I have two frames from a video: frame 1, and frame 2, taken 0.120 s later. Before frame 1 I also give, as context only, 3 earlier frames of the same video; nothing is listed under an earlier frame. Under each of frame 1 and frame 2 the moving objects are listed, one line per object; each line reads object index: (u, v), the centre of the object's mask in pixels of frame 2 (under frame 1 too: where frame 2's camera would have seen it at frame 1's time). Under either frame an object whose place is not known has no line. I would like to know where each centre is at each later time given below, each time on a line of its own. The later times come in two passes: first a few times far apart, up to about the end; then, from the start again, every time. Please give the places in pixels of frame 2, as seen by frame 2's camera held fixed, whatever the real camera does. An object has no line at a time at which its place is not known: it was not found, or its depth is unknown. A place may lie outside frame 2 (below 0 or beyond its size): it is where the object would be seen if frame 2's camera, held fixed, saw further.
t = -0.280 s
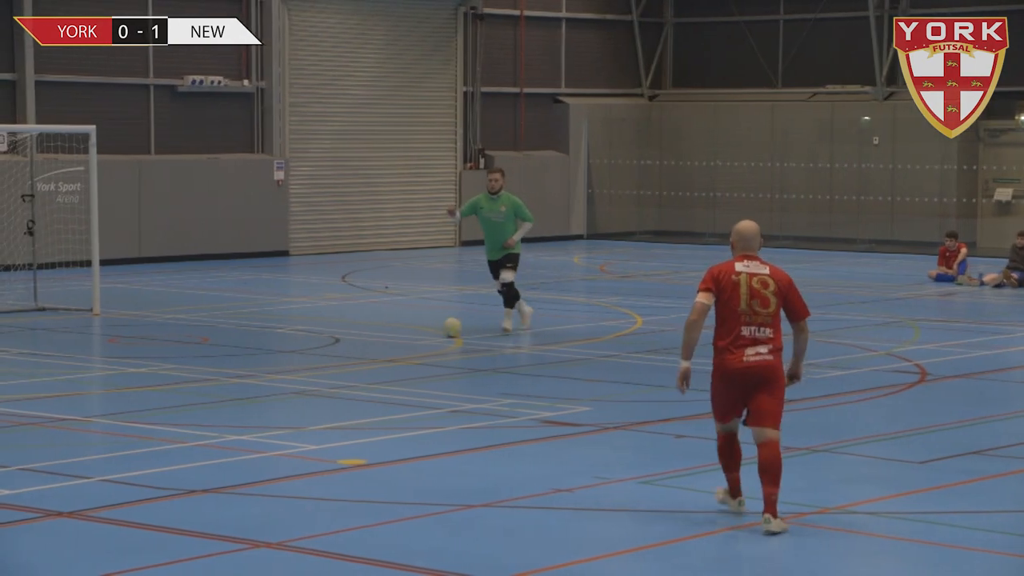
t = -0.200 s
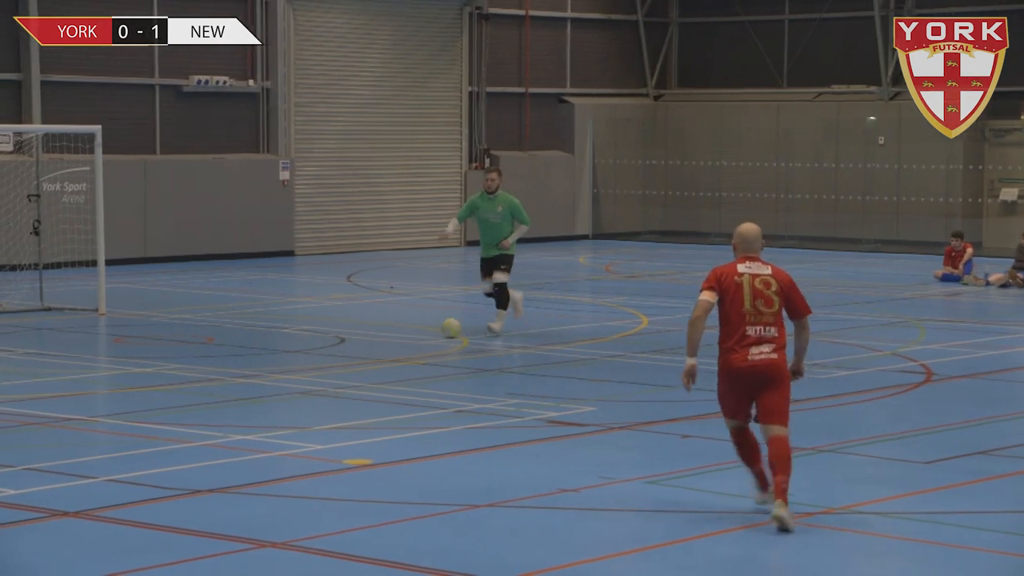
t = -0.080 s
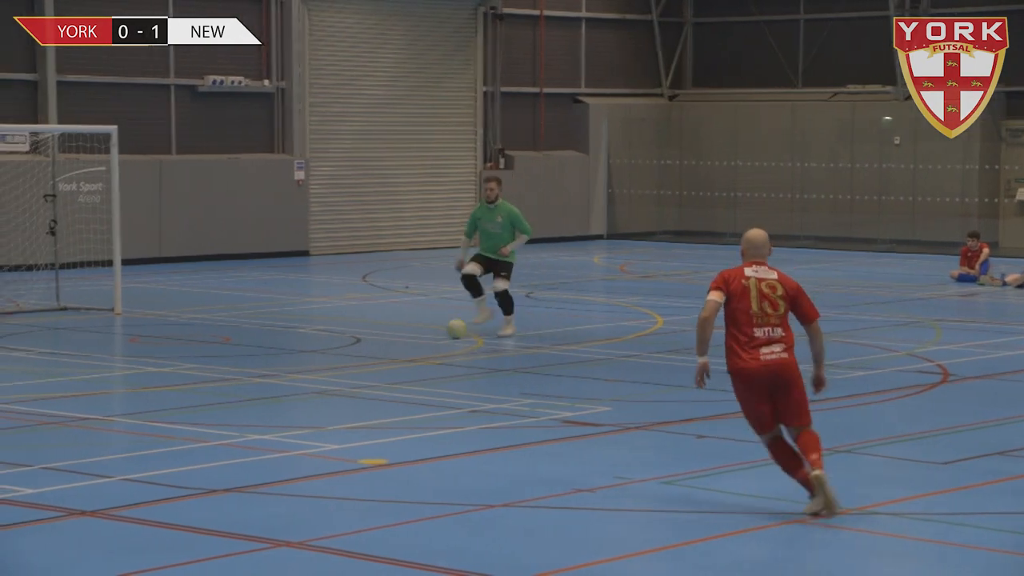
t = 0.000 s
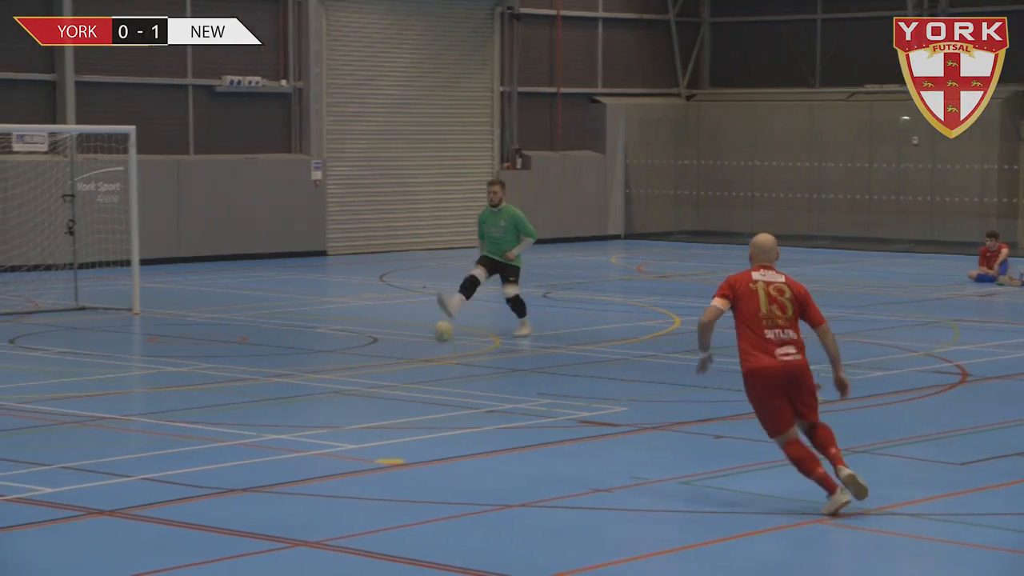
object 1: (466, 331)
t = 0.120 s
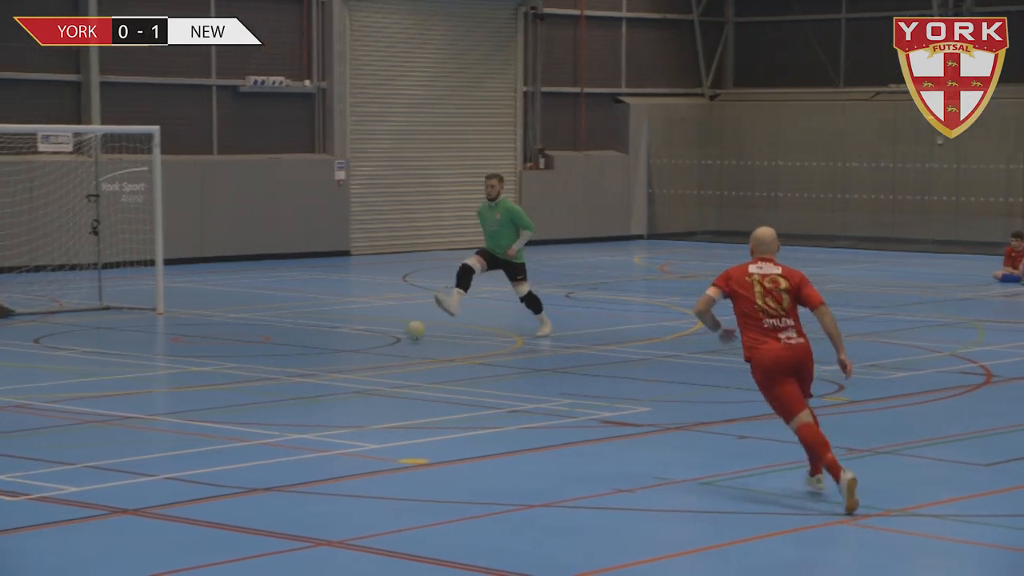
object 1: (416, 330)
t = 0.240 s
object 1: (364, 336)
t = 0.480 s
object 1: (259, 344)
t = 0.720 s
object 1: (145, 354)
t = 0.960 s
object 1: (22, 364)
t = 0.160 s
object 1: (398, 333)
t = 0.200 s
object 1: (381, 336)
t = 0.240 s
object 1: (364, 336)
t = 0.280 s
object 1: (347, 337)
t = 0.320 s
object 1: (330, 340)
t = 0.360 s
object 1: (312, 341)
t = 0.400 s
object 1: (295, 342)
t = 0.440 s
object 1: (277, 344)
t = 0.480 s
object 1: (259, 344)
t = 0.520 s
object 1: (241, 346)
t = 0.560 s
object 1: (222, 348)
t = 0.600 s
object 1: (204, 350)
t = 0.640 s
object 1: (184, 351)
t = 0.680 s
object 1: (165, 352)
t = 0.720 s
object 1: (145, 354)
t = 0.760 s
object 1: (126, 356)
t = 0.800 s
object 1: (106, 357)
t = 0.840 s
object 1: (85, 359)
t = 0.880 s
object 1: (64, 361)
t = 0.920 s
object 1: (43, 362)
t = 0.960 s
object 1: (22, 364)
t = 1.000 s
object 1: (1, 366)
